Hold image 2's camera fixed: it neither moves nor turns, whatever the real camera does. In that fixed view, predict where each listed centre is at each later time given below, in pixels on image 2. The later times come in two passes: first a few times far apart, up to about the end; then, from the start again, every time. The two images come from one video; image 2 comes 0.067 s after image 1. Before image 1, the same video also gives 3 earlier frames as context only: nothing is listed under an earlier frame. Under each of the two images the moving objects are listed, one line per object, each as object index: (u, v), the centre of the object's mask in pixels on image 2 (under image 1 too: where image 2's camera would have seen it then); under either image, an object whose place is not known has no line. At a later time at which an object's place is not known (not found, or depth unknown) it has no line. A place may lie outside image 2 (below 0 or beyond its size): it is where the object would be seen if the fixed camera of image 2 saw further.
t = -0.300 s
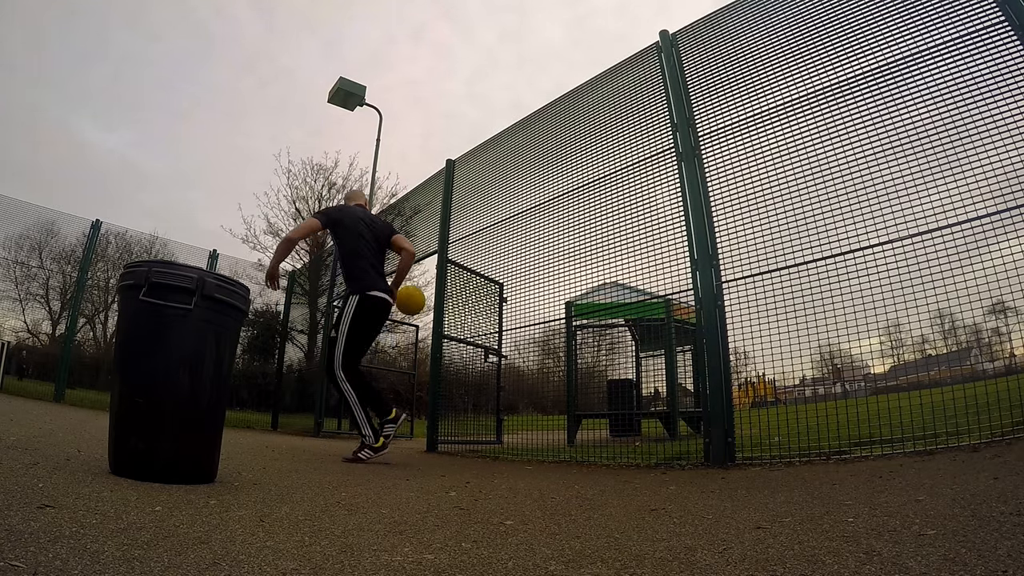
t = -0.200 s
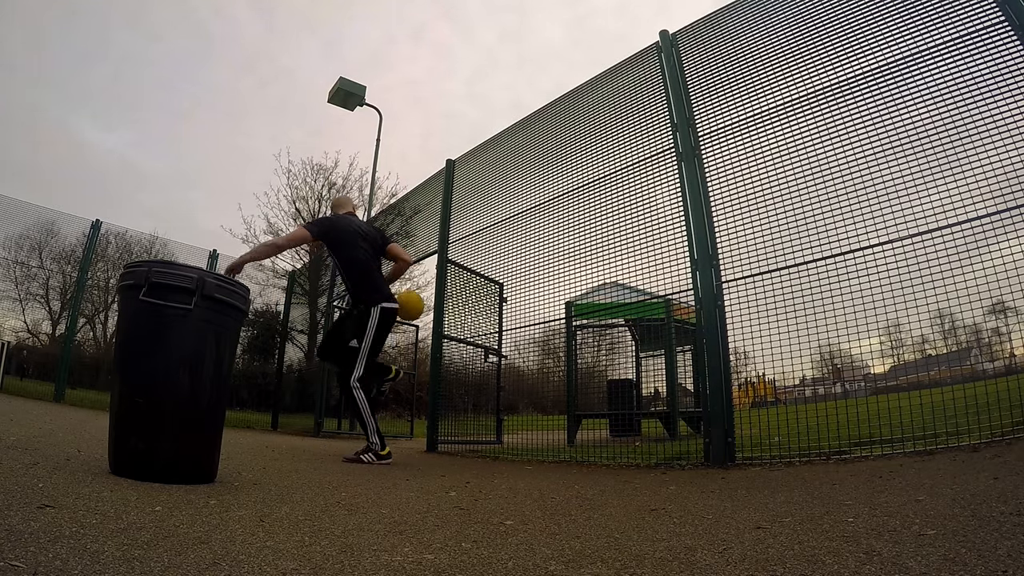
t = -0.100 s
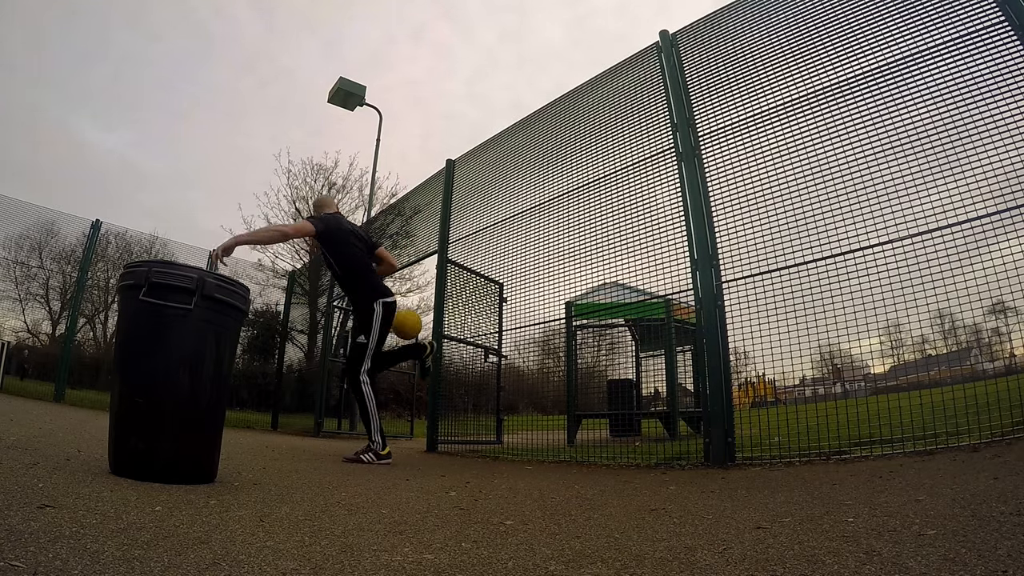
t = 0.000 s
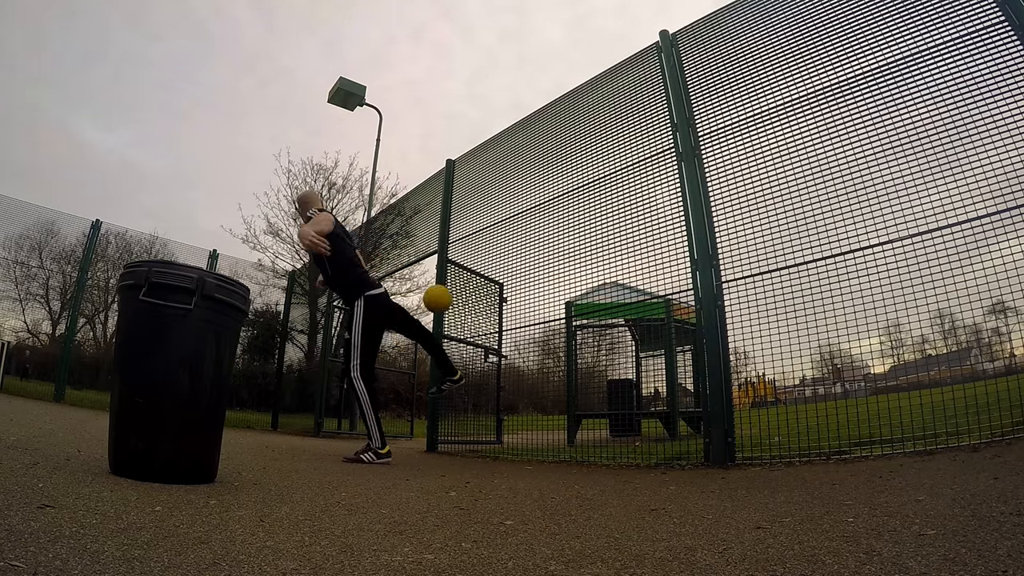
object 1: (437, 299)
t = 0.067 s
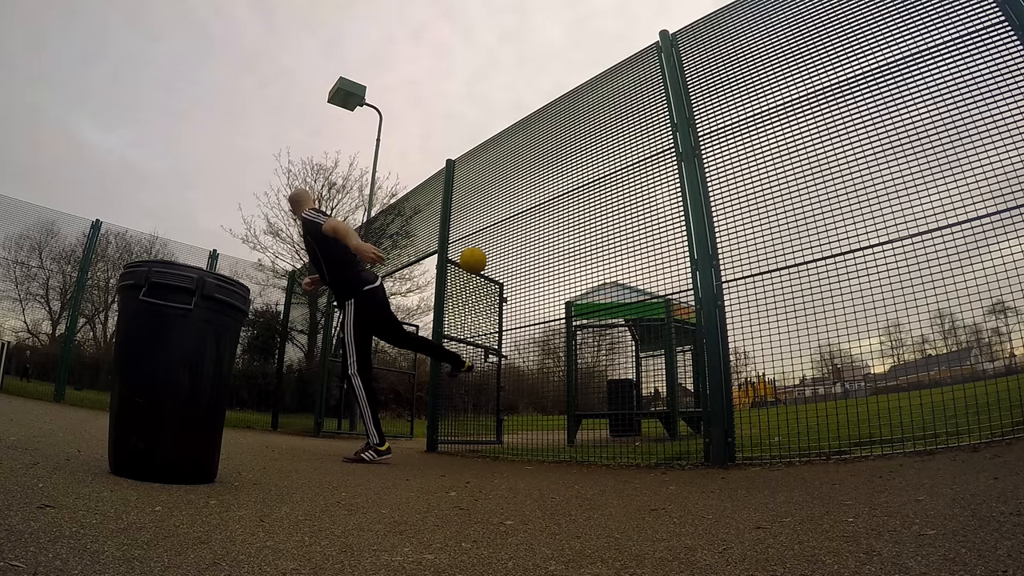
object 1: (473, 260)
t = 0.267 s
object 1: (497, 183)
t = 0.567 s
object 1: (433, 124)
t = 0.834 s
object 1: (331, 162)
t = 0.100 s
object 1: (489, 244)
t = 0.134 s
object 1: (505, 231)
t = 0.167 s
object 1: (513, 219)
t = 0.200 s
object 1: (508, 206)
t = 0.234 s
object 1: (502, 194)
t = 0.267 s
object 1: (497, 183)
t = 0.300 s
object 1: (491, 172)
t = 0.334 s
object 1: (485, 163)
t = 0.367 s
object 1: (479, 154)
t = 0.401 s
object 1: (472, 147)
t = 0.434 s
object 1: (465, 140)
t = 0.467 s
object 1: (458, 135)
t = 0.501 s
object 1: (450, 130)
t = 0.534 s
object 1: (442, 127)
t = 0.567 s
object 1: (433, 124)
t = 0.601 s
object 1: (424, 123)
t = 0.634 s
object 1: (414, 123)
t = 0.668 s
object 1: (404, 125)
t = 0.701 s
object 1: (392, 128)
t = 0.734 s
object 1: (379, 133)
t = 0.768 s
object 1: (365, 140)
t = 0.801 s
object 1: (349, 150)
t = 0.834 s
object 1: (331, 162)
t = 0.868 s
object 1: (312, 178)
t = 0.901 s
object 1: (290, 198)
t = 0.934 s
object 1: (266, 224)
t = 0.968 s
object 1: (239, 254)
